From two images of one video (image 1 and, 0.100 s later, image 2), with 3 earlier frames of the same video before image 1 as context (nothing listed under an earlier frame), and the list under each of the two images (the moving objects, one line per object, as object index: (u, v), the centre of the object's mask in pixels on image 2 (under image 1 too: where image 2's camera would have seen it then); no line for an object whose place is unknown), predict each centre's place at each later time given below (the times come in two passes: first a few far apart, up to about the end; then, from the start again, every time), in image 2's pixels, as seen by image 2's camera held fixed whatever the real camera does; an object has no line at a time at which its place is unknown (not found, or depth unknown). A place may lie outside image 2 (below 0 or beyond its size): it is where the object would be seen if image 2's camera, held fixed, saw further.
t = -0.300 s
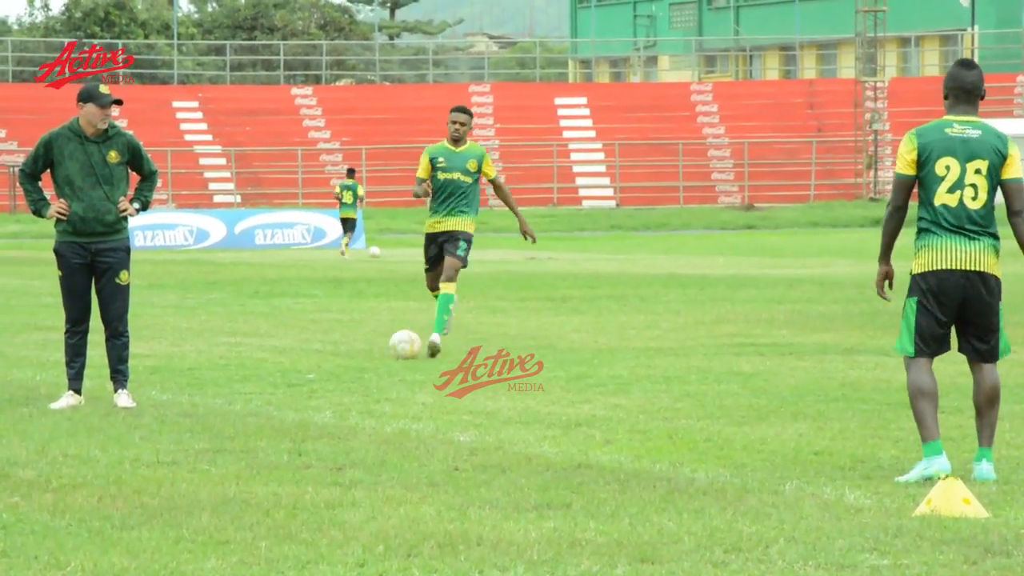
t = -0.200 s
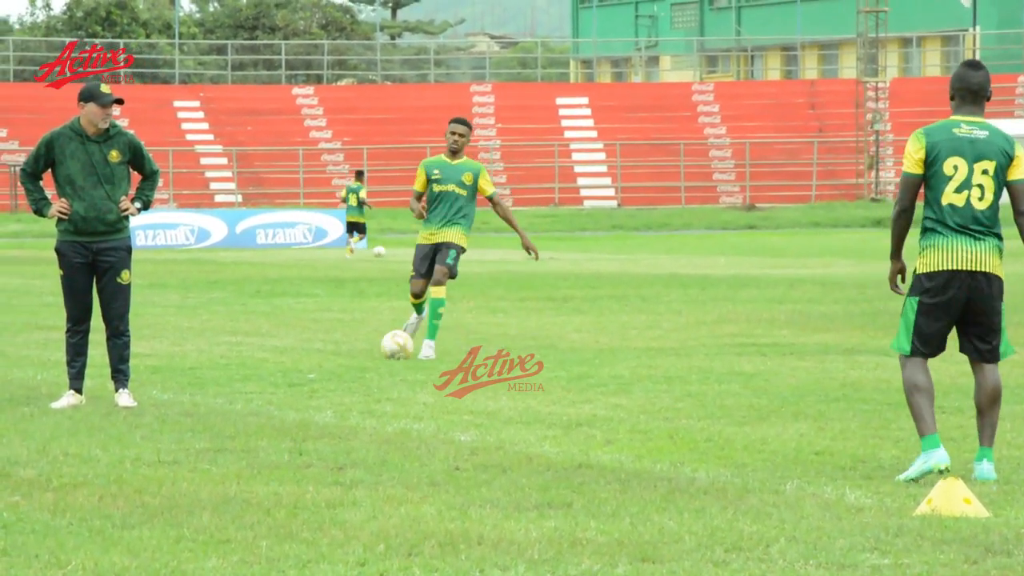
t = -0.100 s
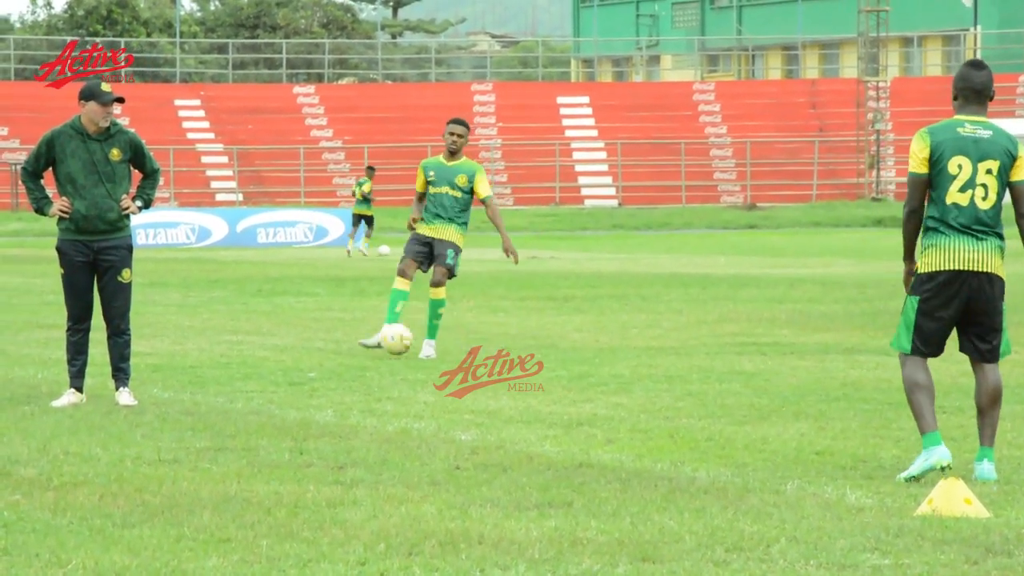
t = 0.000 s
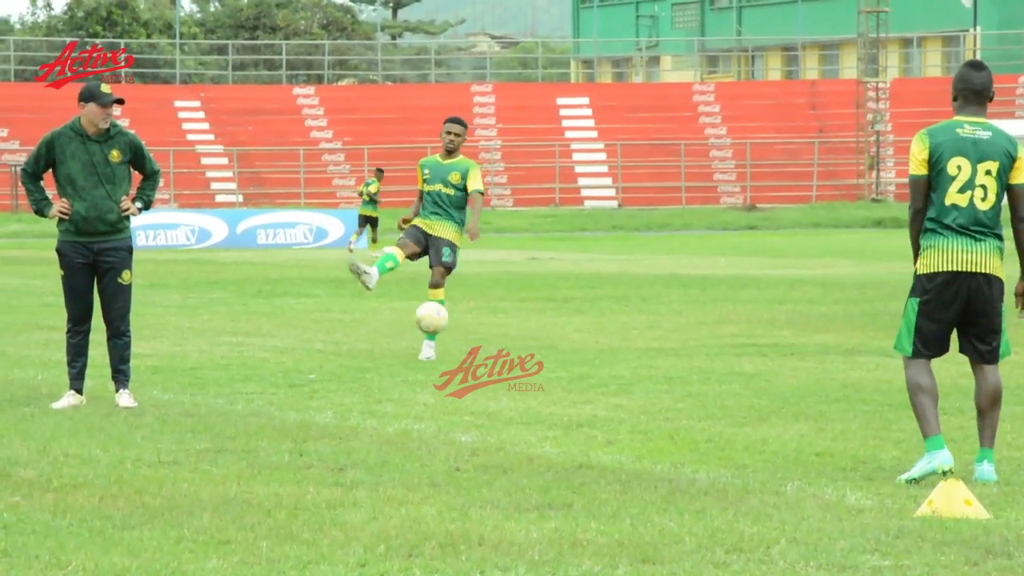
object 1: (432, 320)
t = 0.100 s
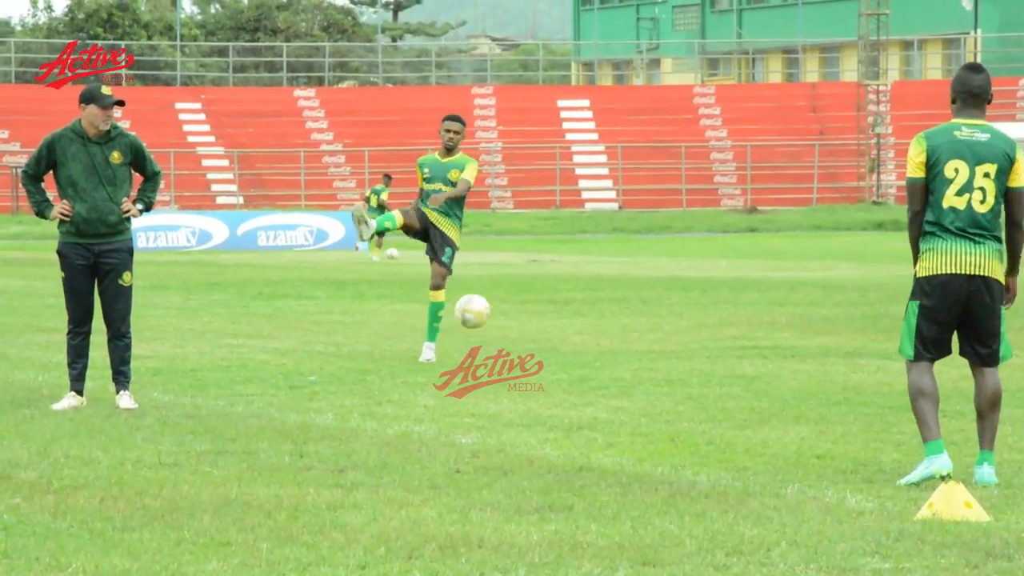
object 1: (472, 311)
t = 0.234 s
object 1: (533, 324)
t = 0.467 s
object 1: (658, 365)
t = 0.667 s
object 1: (769, 340)
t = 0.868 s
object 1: (902, 398)
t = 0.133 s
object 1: (486, 311)
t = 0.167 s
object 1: (501, 313)
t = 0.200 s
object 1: (517, 317)
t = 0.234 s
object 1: (533, 324)
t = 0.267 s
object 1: (550, 332)
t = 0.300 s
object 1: (567, 342)
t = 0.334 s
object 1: (586, 354)
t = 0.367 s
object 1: (605, 370)
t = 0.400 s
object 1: (625, 386)
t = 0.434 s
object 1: (641, 377)
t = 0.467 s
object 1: (658, 365)
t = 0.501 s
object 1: (675, 356)
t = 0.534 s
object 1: (693, 349)
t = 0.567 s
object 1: (712, 343)
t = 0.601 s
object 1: (730, 340)
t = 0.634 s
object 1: (749, 339)
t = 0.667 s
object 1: (769, 340)
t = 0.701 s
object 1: (789, 343)
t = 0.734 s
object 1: (811, 349)
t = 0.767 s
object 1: (832, 357)
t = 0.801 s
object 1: (855, 368)
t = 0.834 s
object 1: (878, 381)
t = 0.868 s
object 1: (902, 398)
